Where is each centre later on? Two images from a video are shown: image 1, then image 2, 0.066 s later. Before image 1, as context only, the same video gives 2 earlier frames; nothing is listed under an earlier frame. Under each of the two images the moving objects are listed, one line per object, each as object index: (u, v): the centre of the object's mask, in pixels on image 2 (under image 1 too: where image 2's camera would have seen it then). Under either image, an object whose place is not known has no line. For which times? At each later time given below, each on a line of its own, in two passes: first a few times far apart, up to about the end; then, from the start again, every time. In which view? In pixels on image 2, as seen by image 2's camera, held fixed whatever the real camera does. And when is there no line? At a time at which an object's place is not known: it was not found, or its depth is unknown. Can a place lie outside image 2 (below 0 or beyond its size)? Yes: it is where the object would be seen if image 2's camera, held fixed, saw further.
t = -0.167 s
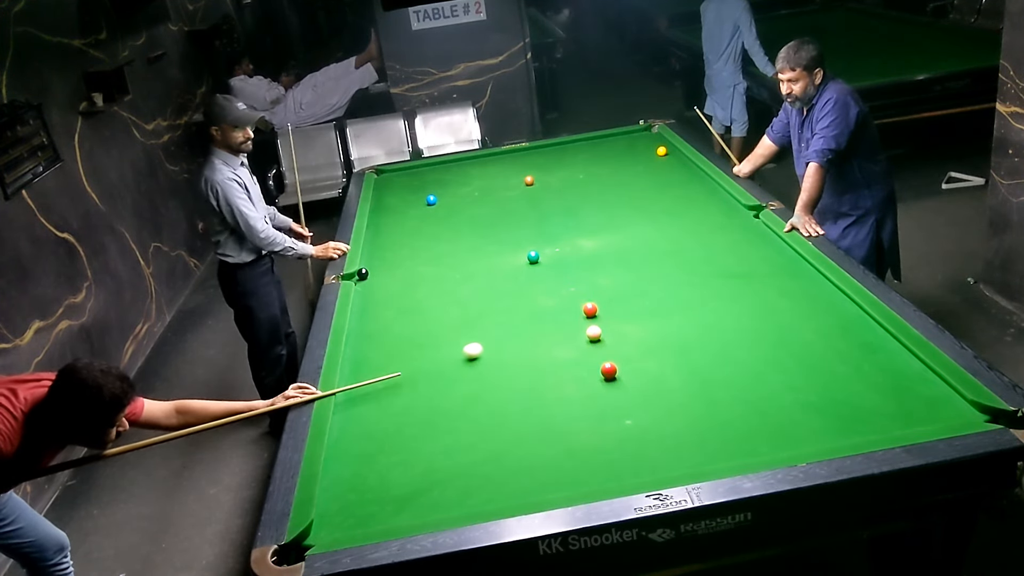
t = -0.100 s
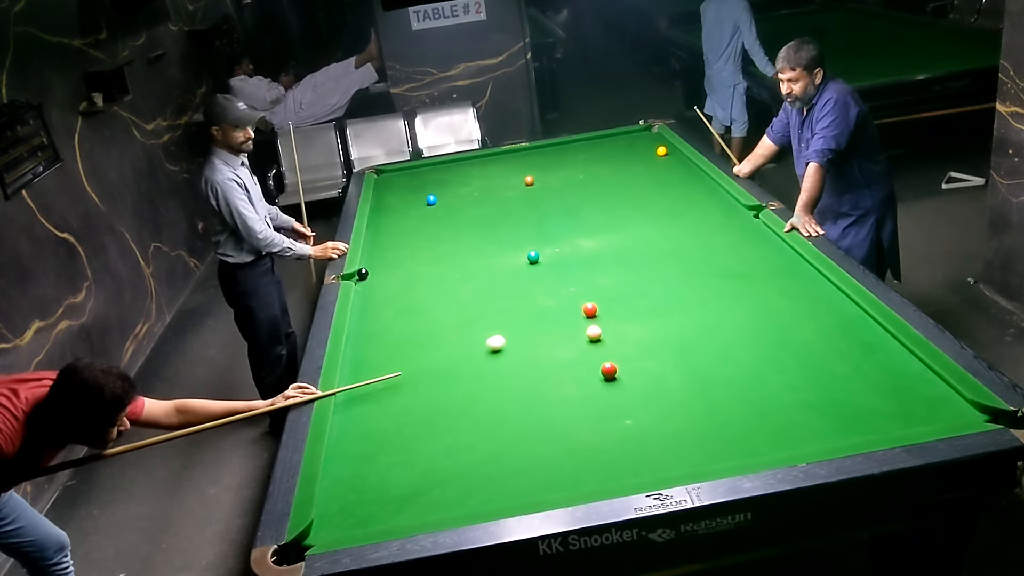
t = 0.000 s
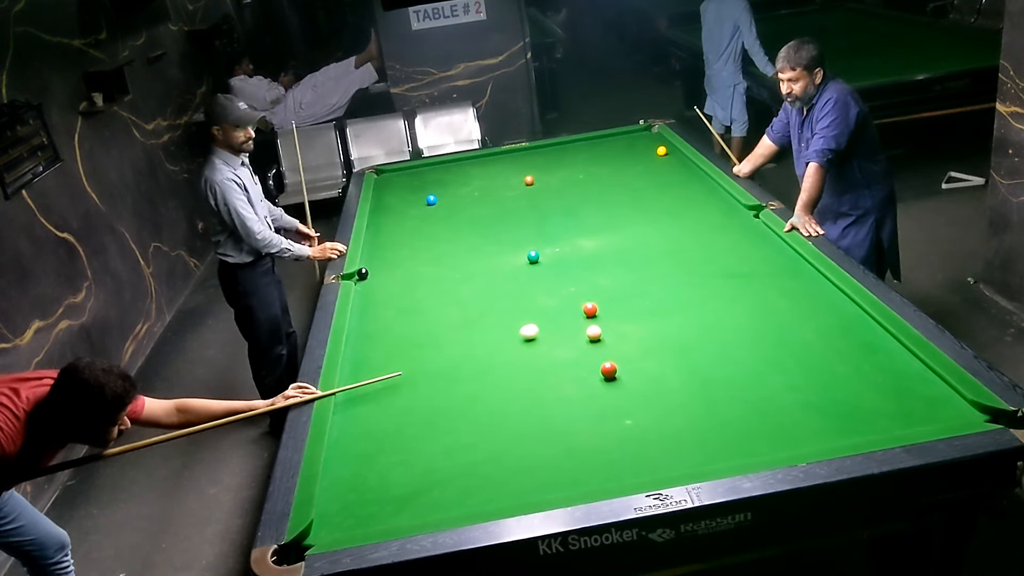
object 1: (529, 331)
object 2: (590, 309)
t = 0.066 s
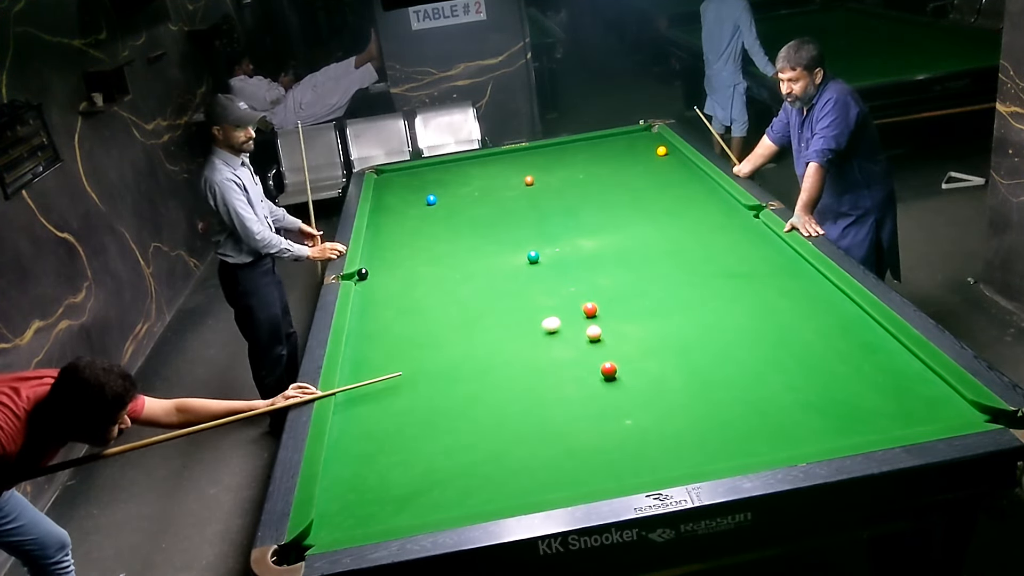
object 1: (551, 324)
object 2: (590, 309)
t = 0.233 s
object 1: (589, 315)
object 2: (603, 302)
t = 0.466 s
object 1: (624, 313)
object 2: (634, 284)
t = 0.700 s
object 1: (657, 311)
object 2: (661, 268)
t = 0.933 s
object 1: (688, 309)
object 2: (686, 253)
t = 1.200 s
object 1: (721, 307)
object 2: (712, 239)
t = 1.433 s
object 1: (748, 305)
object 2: (732, 228)
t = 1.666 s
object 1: (773, 303)
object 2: (750, 217)
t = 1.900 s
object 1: (797, 302)
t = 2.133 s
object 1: (817, 301)
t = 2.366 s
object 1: (836, 300)
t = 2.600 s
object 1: (839, 301)
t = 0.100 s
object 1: (561, 321)
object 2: (590, 310)
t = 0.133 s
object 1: (572, 317)
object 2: (590, 310)
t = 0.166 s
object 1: (581, 315)
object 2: (592, 308)
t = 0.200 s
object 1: (585, 315)
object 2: (597, 305)
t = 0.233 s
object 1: (589, 315)
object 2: (603, 302)
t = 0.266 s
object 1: (594, 315)
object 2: (608, 299)
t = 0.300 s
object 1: (599, 315)
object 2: (612, 296)
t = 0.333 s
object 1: (604, 314)
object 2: (617, 294)
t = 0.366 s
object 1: (609, 314)
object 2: (621, 291)
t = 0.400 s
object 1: (614, 314)
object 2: (625, 289)
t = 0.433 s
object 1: (619, 313)
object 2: (630, 286)
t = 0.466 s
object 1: (624, 313)
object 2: (634, 284)
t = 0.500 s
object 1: (628, 313)
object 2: (638, 282)
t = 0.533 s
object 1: (633, 312)
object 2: (642, 279)
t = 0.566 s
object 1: (638, 312)
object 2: (646, 277)
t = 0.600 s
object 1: (643, 312)
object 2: (650, 274)
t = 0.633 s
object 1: (647, 311)
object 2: (654, 272)
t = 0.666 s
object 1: (652, 311)
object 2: (658, 270)
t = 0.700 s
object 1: (657, 311)
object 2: (661, 268)
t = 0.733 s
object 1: (661, 311)
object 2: (666, 266)
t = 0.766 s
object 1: (666, 310)
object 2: (669, 264)
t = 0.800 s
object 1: (670, 310)
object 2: (673, 262)
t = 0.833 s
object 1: (675, 310)
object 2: (676, 259)
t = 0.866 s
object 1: (679, 309)
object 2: (680, 258)
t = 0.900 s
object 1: (683, 309)
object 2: (683, 256)
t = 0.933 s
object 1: (688, 309)
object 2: (686, 253)
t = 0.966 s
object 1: (692, 309)
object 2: (690, 252)
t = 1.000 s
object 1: (696, 308)
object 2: (693, 250)
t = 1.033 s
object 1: (701, 308)
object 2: (696, 248)
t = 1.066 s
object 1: (705, 308)
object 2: (700, 246)
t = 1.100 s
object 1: (709, 307)
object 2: (703, 244)
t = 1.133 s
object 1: (713, 307)
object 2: (706, 242)
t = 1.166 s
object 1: (717, 307)
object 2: (709, 241)
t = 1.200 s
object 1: (721, 307)
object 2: (712, 239)
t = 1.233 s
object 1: (725, 307)
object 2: (715, 237)
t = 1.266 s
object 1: (729, 306)
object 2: (718, 236)
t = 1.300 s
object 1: (733, 306)
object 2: (721, 234)
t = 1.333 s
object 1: (737, 306)
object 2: (724, 232)
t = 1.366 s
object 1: (741, 305)
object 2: (726, 231)
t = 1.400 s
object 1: (745, 305)
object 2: (729, 229)
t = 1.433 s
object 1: (748, 305)
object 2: (732, 228)
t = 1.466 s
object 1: (752, 305)
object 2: (734, 226)
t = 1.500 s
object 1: (756, 305)
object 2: (737, 224)
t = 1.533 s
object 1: (759, 304)
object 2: (740, 223)
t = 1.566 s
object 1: (763, 304)
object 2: (742, 221)
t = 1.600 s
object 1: (767, 304)
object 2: (745, 220)
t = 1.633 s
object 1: (770, 303)
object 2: (747, 219)
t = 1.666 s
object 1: (773, 303)
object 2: (750, 217)
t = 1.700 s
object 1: (777, 303)
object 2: (752, 216)
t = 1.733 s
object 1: (780, 303)
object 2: (754, 214)
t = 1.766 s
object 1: (784, 303)
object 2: (756, 213)
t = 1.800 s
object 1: (787, 302)
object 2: (758, 212)
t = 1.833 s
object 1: (790, 302)
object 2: (759, 214)
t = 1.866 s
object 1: (794, 302)
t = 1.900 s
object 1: (797, 302)
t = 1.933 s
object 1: (800, 302)
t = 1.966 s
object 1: (803, 302)
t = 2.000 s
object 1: (806, 301)
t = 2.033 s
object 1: (809, 301)
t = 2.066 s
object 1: (812, 301)
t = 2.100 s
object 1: (814, 301)
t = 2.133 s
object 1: (817, 301)
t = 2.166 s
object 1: (820, 301)
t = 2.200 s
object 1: (823, 301)
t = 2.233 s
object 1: (826, 300)
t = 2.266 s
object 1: (828, 300)
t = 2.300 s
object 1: (831, 300)
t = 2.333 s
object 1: (834, 300)
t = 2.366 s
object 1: (836, 300)
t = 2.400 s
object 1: (838, 300)
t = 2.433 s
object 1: (841, 299)
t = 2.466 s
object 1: (843, 299)
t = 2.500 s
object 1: (843, 299)
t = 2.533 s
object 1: (842, 300)
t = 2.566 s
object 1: (840, 300)
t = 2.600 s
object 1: (839, 301)
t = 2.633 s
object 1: (837, 301)
